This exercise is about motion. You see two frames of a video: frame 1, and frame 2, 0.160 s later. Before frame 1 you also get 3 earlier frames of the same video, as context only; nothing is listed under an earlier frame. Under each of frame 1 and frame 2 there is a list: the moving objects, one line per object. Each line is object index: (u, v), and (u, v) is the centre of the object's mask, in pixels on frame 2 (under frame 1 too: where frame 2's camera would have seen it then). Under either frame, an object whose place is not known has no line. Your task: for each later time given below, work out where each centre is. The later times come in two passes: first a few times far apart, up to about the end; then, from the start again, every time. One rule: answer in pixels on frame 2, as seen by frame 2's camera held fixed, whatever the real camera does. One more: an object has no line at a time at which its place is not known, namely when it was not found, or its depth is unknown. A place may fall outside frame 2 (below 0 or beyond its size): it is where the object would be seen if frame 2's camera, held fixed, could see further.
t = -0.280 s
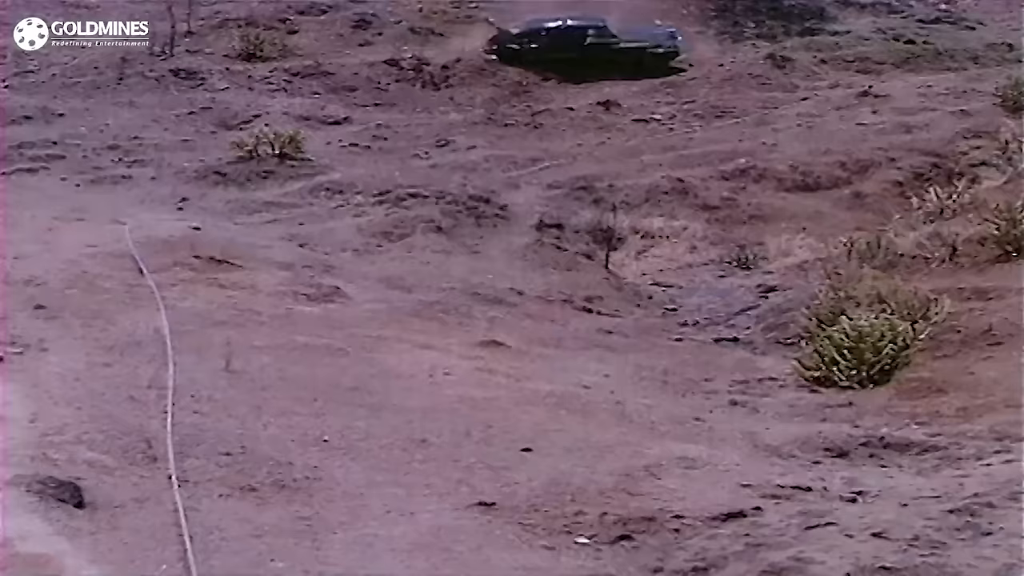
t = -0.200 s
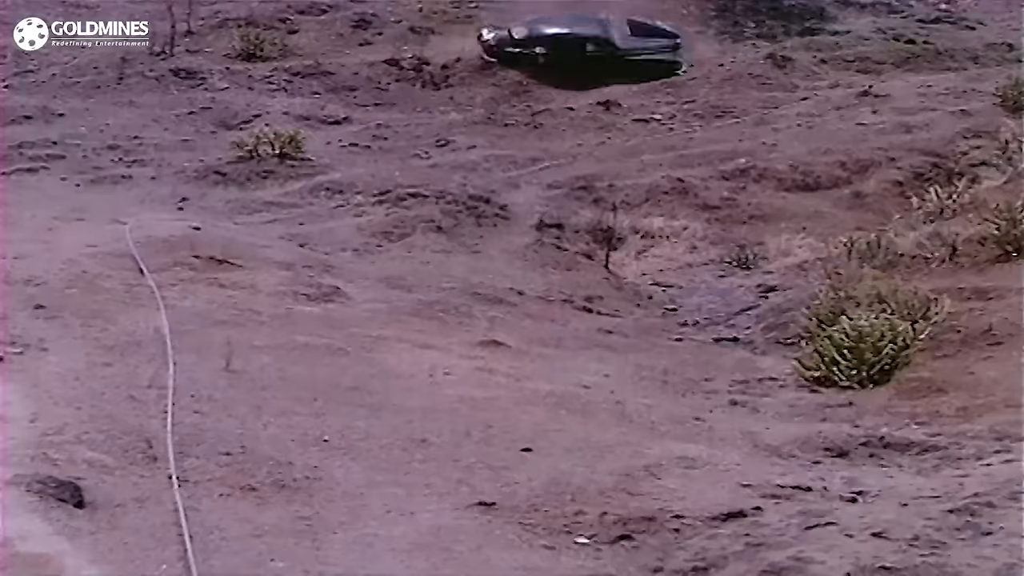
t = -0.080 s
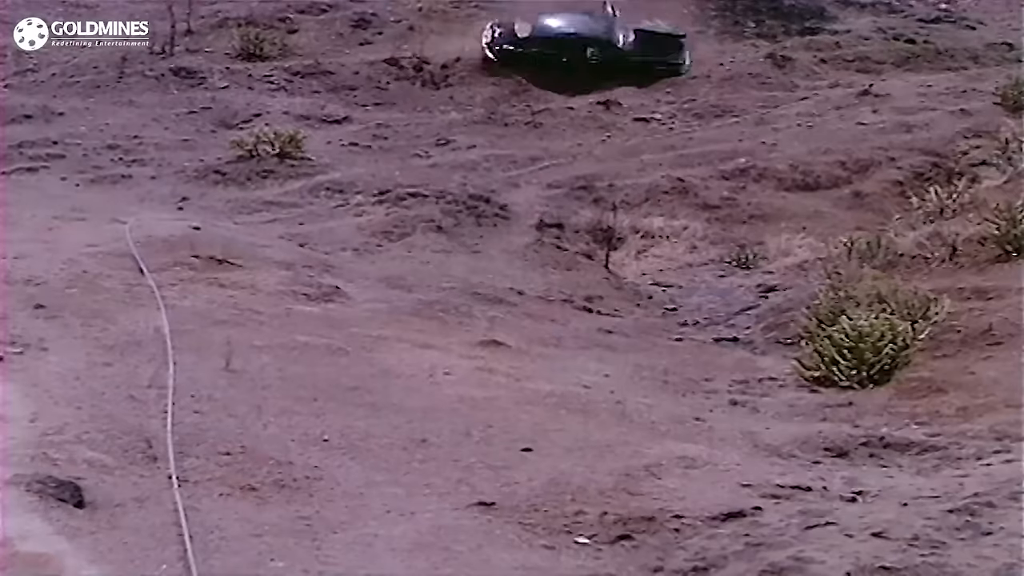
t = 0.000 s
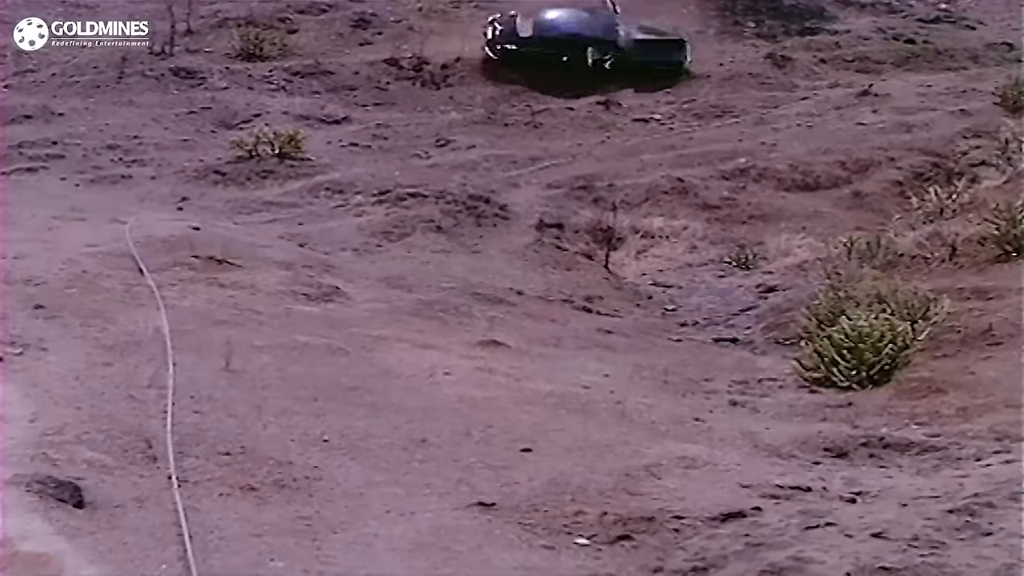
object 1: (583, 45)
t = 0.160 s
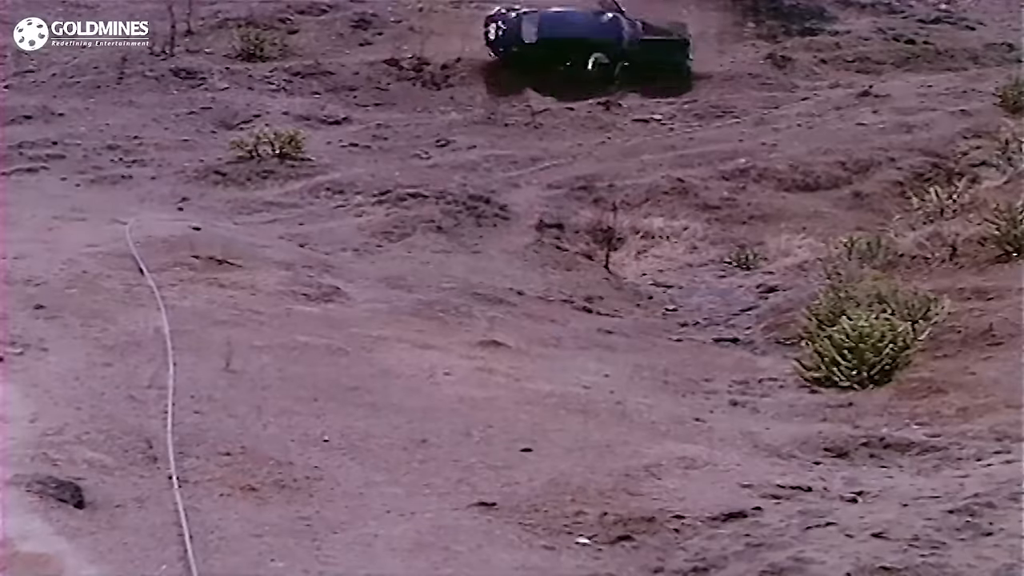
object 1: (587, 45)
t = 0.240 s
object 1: (589, 45)
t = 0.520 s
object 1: (591, 57)
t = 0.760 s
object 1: (609, 74)
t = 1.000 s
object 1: (616, 74)
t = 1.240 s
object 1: (610, 69)
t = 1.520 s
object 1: (616, 74)
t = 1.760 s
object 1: (626, 77)
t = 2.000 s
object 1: (636, 85)
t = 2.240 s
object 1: (640, 91)
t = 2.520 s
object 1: (658, 97)
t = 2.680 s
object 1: (652, 110)
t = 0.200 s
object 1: (589, 45)
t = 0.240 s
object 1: (589, 45)
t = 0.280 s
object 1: (591, 43)
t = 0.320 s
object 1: (591, 44)
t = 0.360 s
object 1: (591, 45)
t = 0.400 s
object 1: (592, 46)
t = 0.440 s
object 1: (593, 50)
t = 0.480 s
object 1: (592, 52)
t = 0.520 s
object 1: (591, 57)
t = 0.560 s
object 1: (593, 62)
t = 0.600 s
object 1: (595, 66)
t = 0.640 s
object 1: (599, 69)
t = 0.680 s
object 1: (605, 72)
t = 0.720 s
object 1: (607, 73)
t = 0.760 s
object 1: (609, 74)
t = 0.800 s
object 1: (609, 75)
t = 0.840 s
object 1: (611, 76)
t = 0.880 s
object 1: (614, 75)
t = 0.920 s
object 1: (614, 75)
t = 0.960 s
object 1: (616, 74)
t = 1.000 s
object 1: (616, 74)
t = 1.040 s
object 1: (615, 72)
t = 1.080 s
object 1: (613, 70)
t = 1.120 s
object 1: (613, 69)
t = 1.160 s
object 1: (608, 69)
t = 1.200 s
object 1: (609, 69)
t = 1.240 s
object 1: (610, 69)
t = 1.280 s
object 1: (610, 69)
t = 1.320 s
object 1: (611, 70)
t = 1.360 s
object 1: (612, 70)
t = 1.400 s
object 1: (612, 71)
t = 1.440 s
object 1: (613, 72)
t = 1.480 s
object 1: (615, 74)
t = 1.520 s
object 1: (616, 74)
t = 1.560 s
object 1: (618, 74)
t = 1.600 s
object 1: (619, 74)
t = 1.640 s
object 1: (620, 74)
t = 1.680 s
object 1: (622, 74)
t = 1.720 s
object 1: (624, 76)
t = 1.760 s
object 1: (626, 77)
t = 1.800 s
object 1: (629, 79)
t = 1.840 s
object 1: (631, 80)
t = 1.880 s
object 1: (633, 81)
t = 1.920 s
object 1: (635, 83)
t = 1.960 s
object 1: (636, 84)
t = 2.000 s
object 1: (636, 85)
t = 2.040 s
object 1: (637, 87)
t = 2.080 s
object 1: (639, 88)
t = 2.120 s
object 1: (640, 89)
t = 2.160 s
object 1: (640, 89)
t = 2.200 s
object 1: (640, 90)
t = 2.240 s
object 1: (640, 91)
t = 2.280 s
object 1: (640, 91)
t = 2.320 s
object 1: (641, 92)
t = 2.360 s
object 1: (642, 93)
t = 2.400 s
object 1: (645, 92)
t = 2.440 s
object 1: (652, 93)
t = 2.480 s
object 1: (655, 94)
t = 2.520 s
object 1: (658, 97)
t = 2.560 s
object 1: (662, 101)
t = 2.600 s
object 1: (654, 104)
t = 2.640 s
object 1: (654, 107)
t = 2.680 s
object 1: (652, 110)
